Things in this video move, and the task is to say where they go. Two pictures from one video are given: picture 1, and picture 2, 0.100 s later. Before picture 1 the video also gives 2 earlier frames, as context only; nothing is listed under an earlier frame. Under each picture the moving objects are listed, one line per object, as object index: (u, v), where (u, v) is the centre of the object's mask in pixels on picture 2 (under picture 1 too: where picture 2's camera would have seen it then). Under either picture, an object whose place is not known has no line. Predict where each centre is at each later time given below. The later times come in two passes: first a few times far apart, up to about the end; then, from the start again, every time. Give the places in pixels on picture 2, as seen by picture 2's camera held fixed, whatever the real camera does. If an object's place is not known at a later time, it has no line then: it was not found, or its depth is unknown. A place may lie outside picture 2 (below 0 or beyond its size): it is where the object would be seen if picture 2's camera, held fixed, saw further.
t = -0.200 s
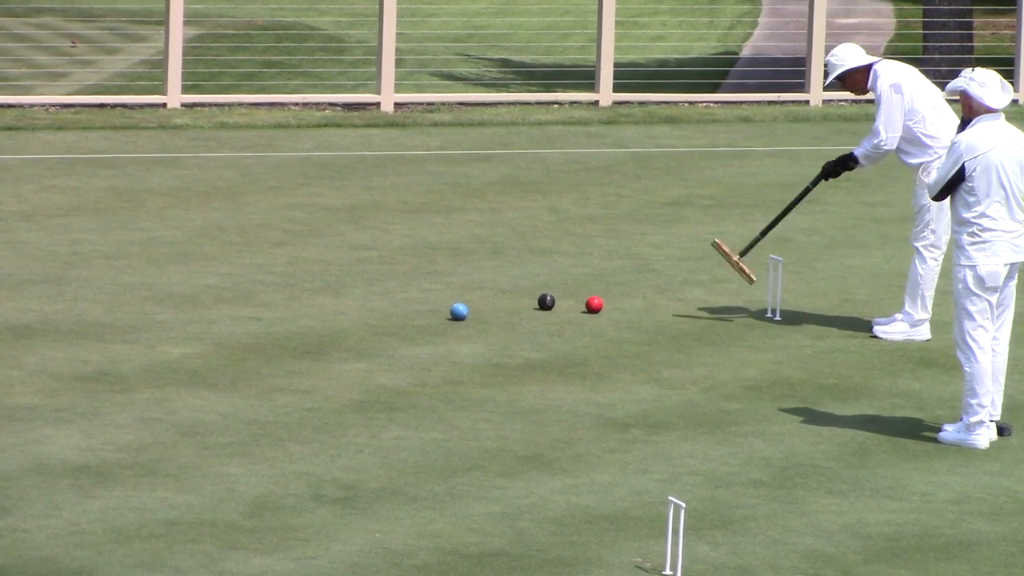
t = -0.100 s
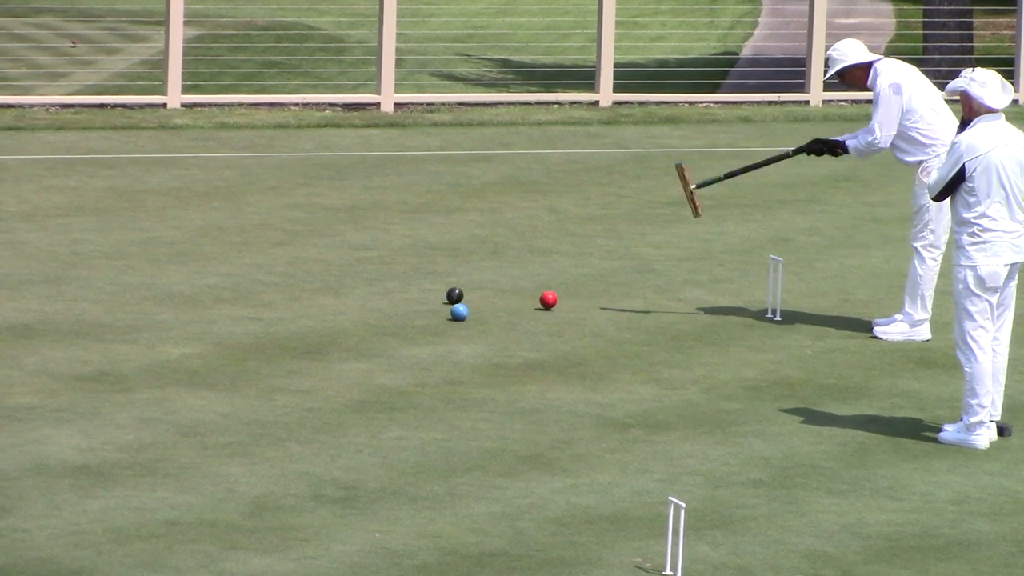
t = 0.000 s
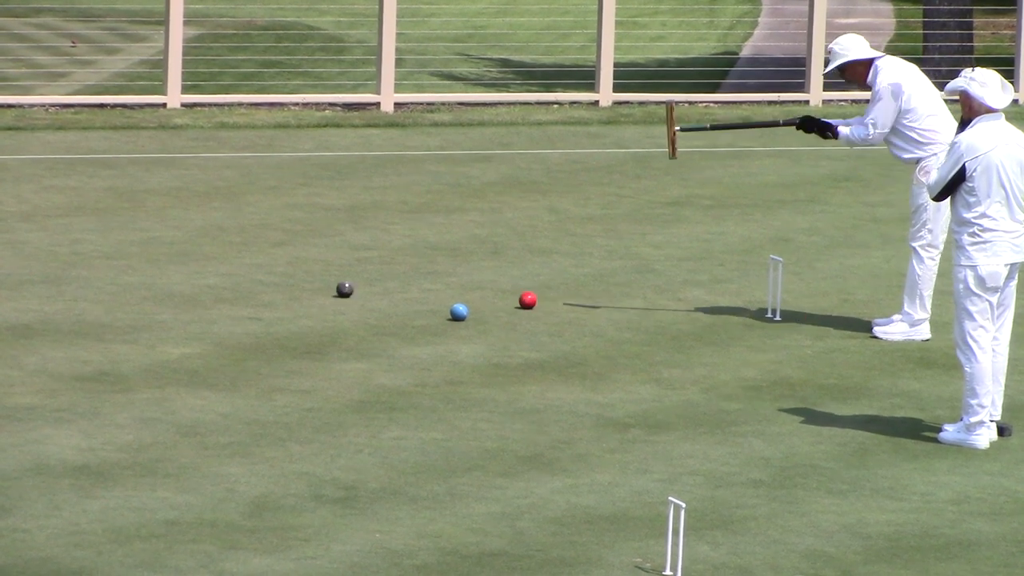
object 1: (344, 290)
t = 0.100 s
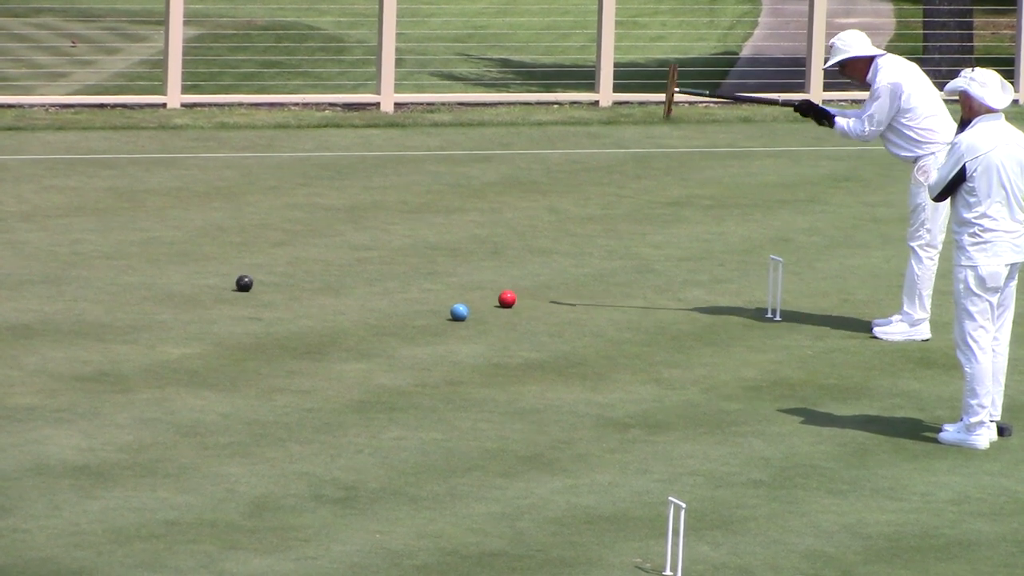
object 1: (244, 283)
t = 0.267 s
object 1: (101, 273)
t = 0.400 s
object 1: (4, 266)
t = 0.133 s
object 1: (213, 281)
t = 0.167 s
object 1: (183, 279)
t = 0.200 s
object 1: (155, 276)
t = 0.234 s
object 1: (127, 275)
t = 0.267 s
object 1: (101, 273)
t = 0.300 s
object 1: (76, 272)
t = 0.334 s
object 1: (51, 270)
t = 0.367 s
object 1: (26, 268)
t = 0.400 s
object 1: (4, 266)
